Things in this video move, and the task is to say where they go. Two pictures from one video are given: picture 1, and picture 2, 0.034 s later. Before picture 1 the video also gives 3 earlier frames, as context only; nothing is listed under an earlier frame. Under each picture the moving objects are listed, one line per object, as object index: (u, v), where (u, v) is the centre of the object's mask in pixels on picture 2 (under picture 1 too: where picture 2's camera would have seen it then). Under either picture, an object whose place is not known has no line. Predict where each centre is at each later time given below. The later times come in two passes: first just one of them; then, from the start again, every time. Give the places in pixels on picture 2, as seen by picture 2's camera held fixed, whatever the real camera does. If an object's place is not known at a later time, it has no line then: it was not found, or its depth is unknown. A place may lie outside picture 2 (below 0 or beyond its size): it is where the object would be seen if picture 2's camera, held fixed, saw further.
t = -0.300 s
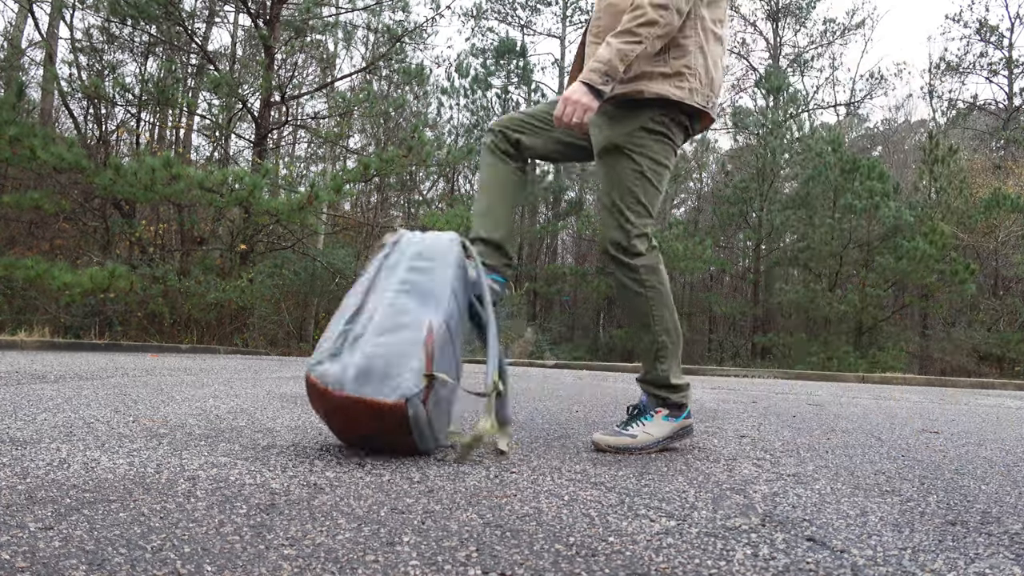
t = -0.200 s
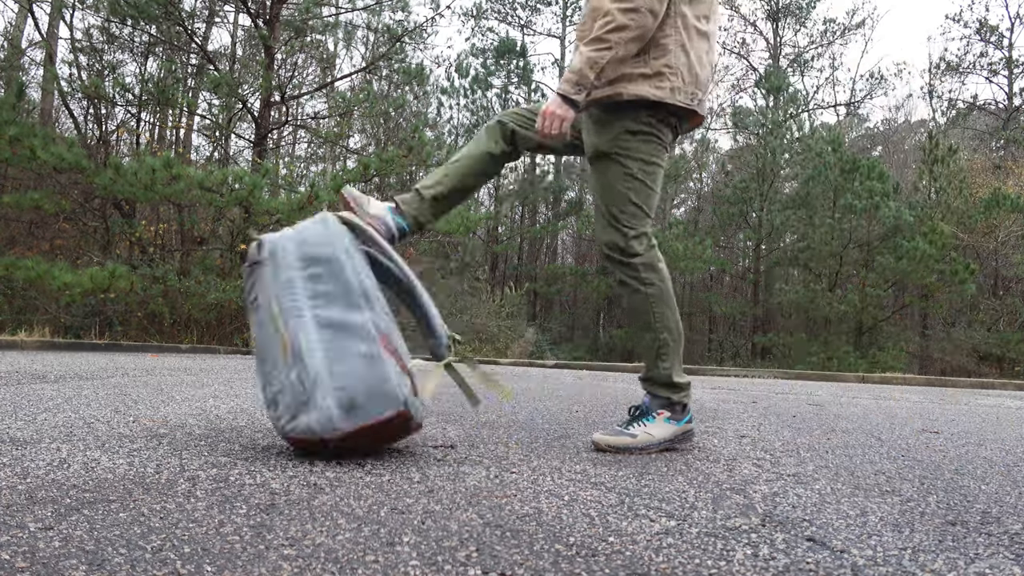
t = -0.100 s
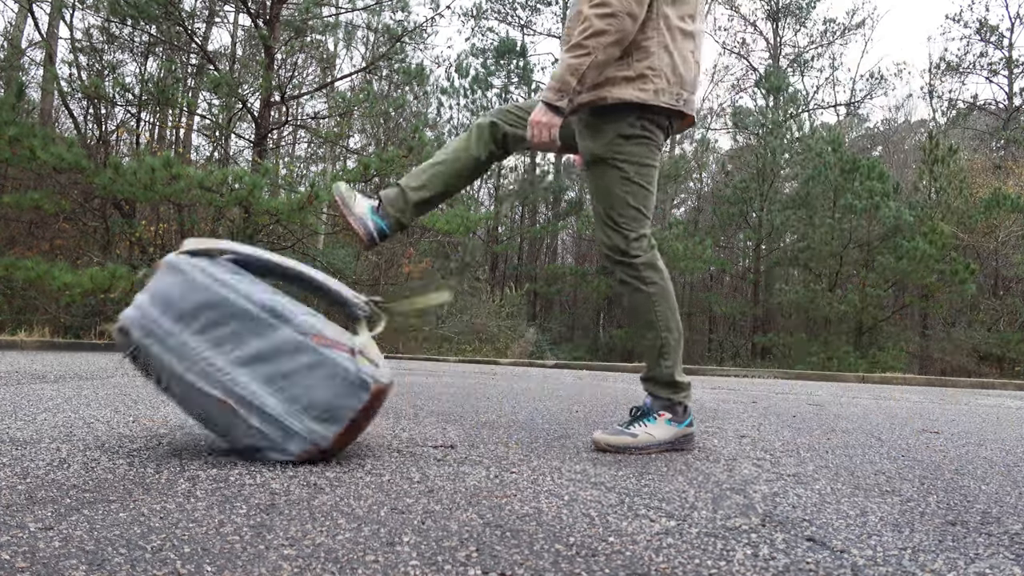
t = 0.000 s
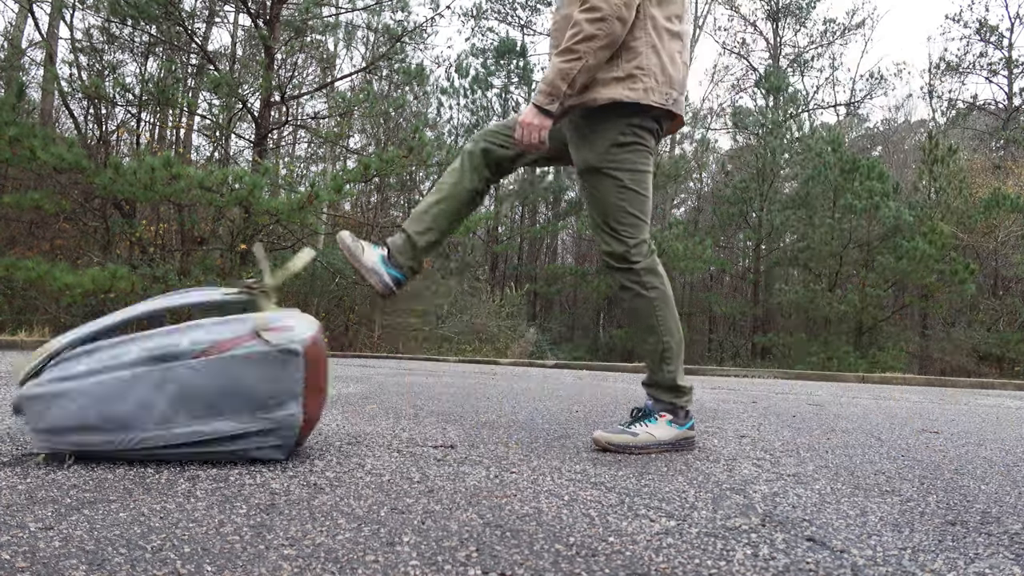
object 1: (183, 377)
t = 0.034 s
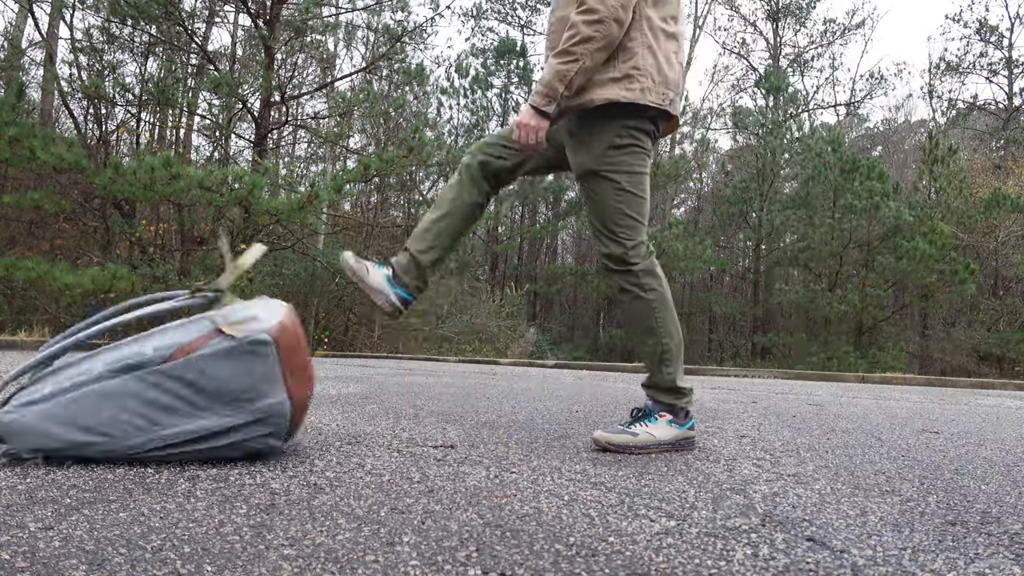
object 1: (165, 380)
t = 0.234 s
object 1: (126, 349)
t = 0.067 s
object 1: (155, 374)
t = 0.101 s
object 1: (145, 368)
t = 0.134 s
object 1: (139, 360)
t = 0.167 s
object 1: (133, 355)
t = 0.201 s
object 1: (128, 351)
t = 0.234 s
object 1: (126, 349)
